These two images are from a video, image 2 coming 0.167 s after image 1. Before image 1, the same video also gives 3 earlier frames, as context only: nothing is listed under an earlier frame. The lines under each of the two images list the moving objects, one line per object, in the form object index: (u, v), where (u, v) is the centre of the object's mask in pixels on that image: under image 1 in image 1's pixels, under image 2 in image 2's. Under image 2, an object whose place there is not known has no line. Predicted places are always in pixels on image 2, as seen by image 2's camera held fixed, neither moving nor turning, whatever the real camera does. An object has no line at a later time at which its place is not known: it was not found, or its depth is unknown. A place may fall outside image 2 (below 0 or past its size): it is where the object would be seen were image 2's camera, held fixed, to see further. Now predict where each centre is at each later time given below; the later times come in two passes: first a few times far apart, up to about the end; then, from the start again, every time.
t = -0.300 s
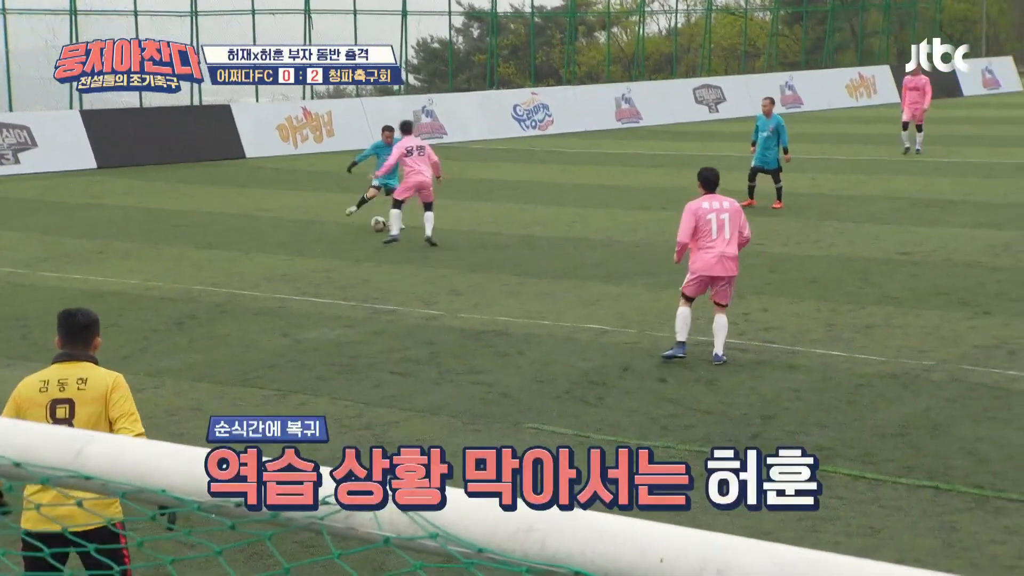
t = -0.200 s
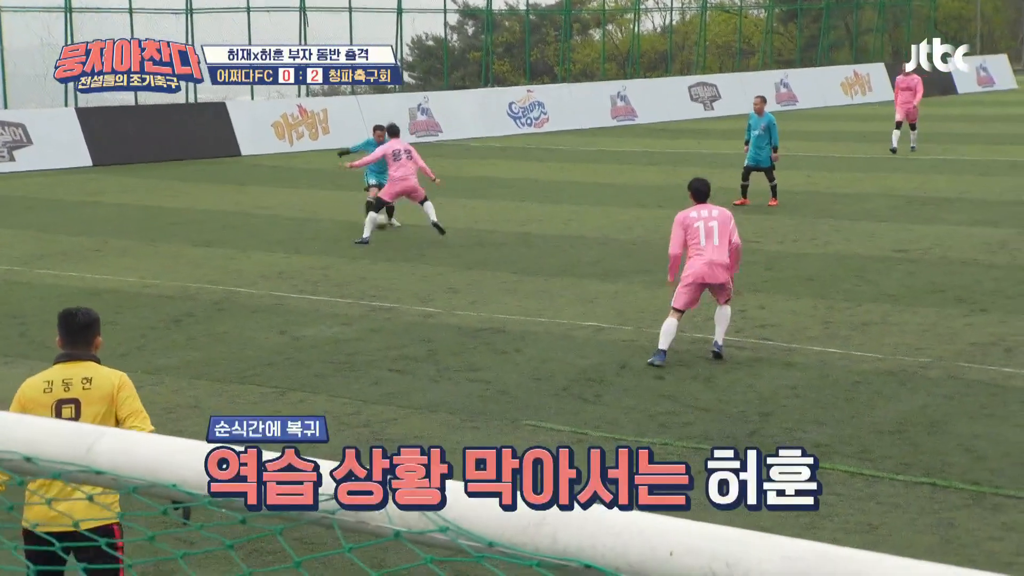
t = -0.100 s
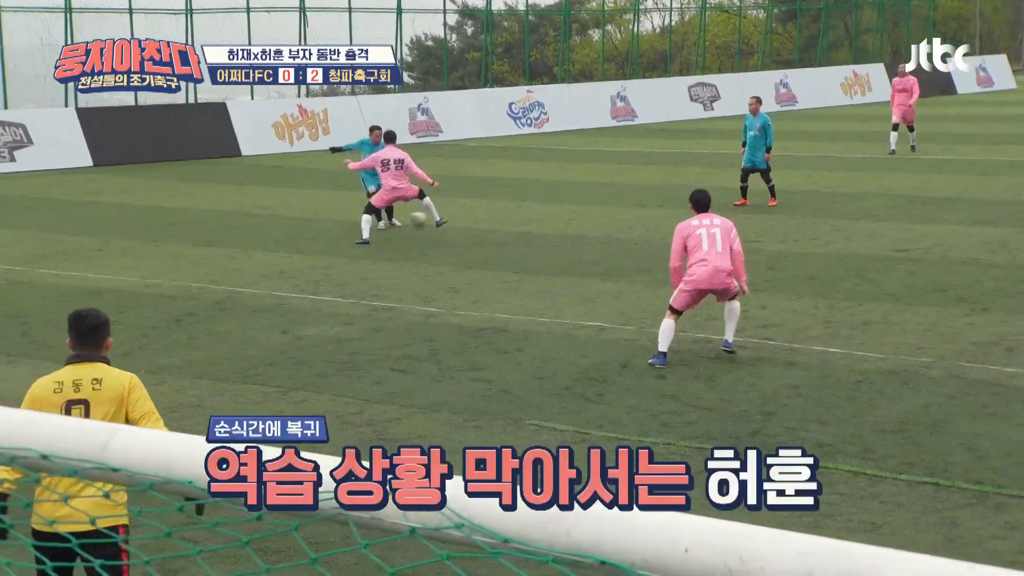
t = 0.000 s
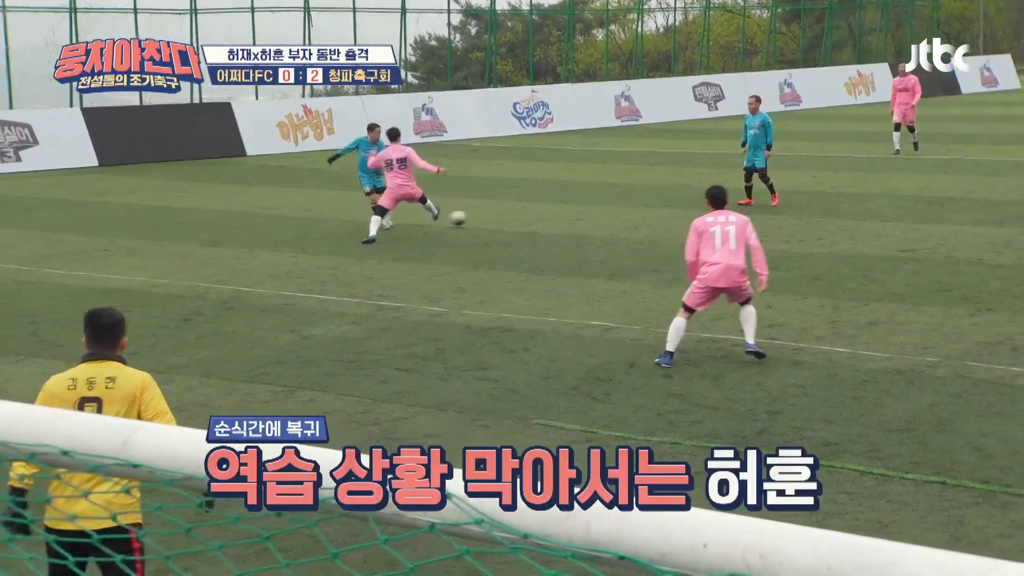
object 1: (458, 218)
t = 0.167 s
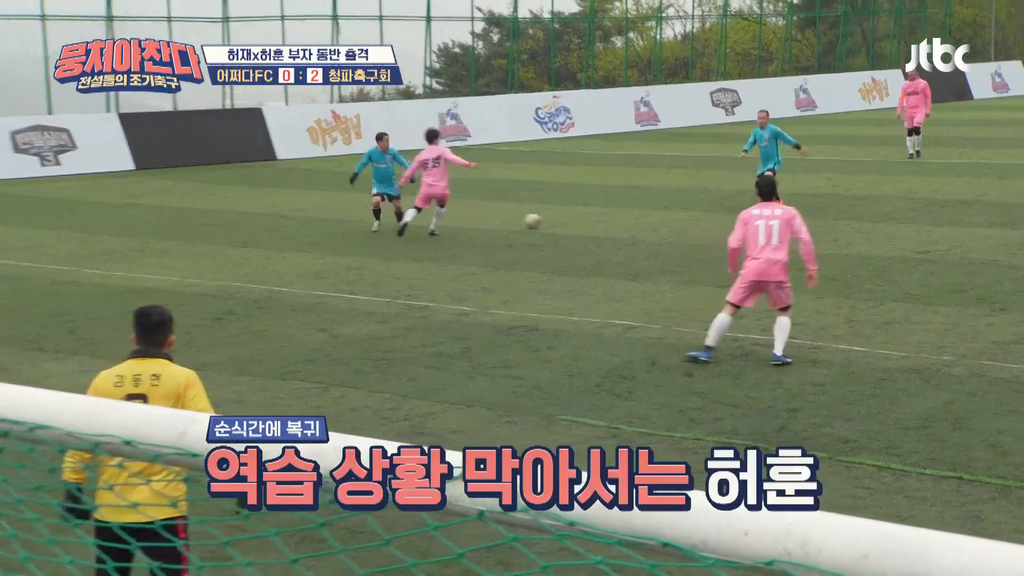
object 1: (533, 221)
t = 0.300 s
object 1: (565, 221)
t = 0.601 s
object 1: (623, 221)
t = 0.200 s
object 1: (541, 219)
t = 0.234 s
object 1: (548, 219)
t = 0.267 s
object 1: (558, 220)
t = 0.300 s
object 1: (565, 221)
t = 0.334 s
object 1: (572, 219)
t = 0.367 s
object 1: (579, 220)
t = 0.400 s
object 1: (586, 220)
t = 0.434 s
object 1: (592, 221)
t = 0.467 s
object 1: (598, 220)
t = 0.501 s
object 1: (604, 220)
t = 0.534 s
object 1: (611, 220)
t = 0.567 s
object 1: (618, 220)
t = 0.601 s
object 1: (623, 221)
